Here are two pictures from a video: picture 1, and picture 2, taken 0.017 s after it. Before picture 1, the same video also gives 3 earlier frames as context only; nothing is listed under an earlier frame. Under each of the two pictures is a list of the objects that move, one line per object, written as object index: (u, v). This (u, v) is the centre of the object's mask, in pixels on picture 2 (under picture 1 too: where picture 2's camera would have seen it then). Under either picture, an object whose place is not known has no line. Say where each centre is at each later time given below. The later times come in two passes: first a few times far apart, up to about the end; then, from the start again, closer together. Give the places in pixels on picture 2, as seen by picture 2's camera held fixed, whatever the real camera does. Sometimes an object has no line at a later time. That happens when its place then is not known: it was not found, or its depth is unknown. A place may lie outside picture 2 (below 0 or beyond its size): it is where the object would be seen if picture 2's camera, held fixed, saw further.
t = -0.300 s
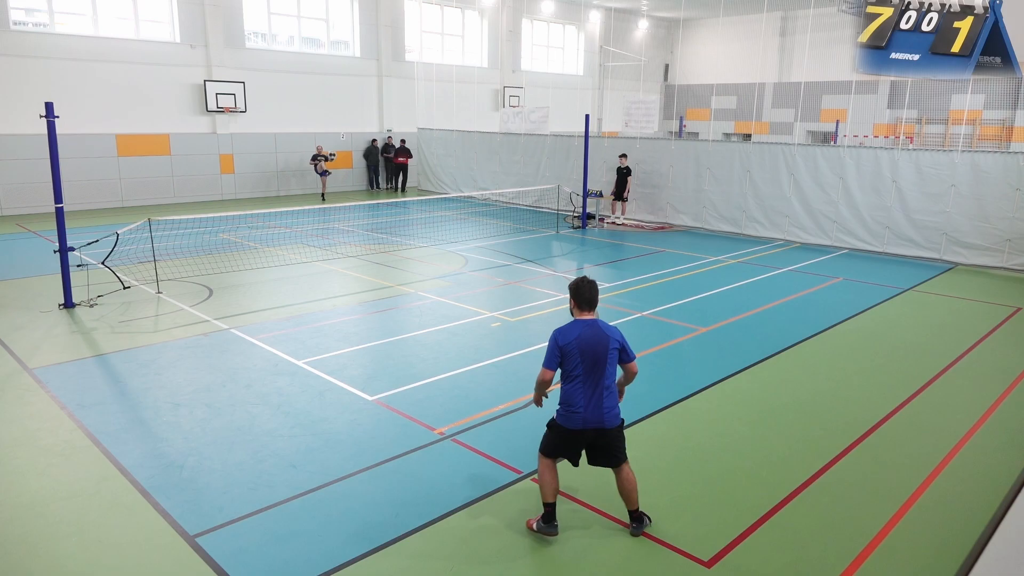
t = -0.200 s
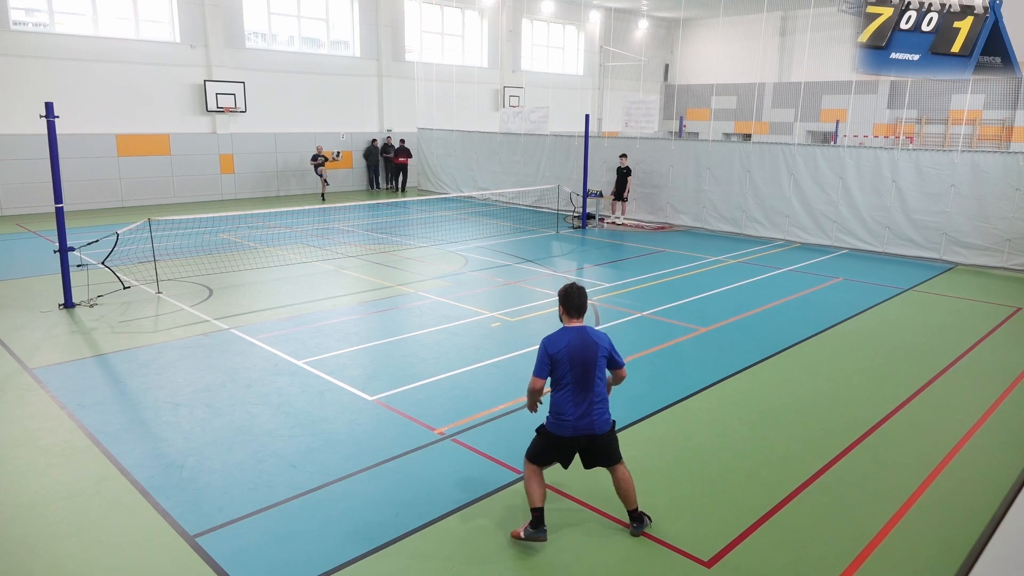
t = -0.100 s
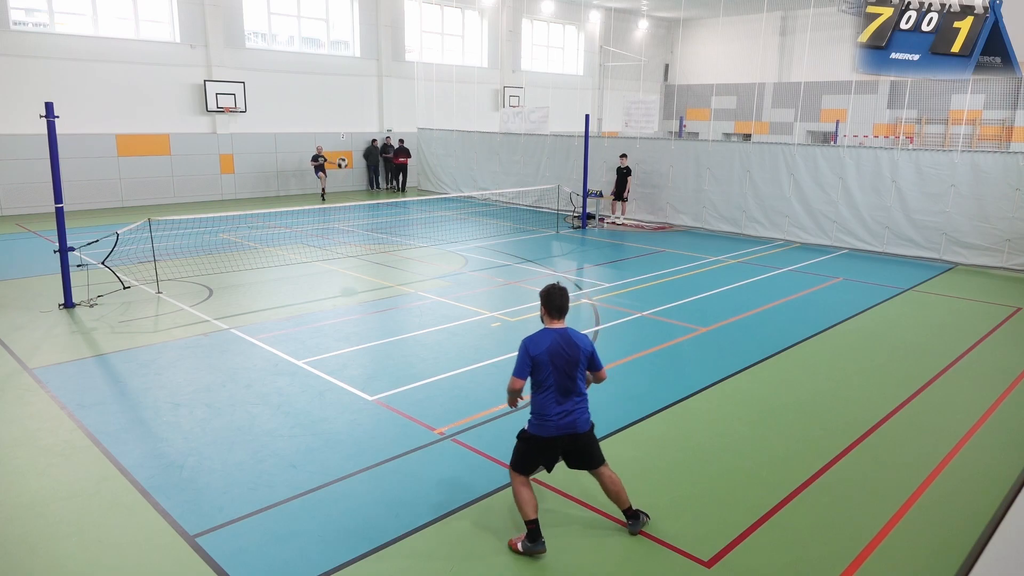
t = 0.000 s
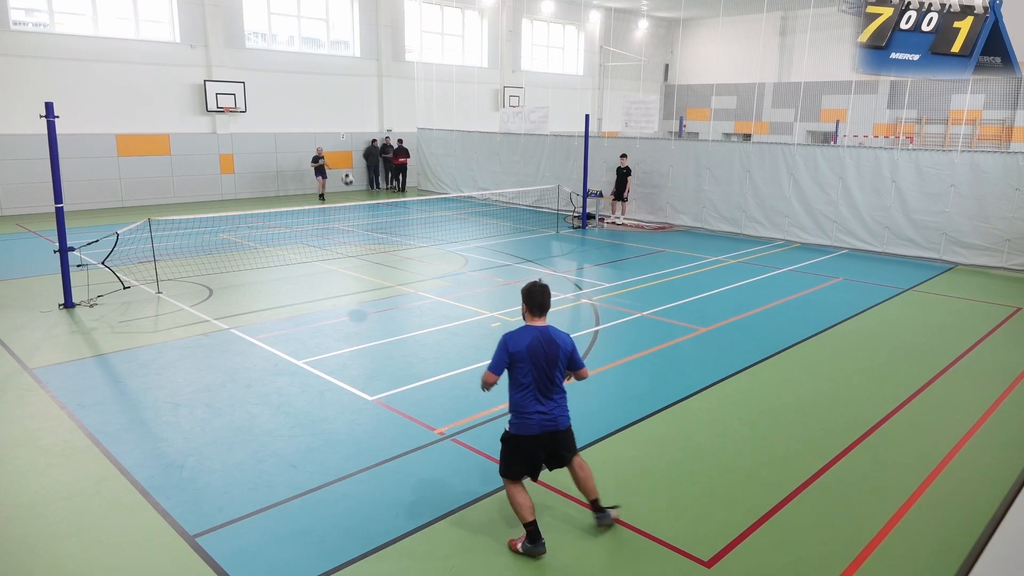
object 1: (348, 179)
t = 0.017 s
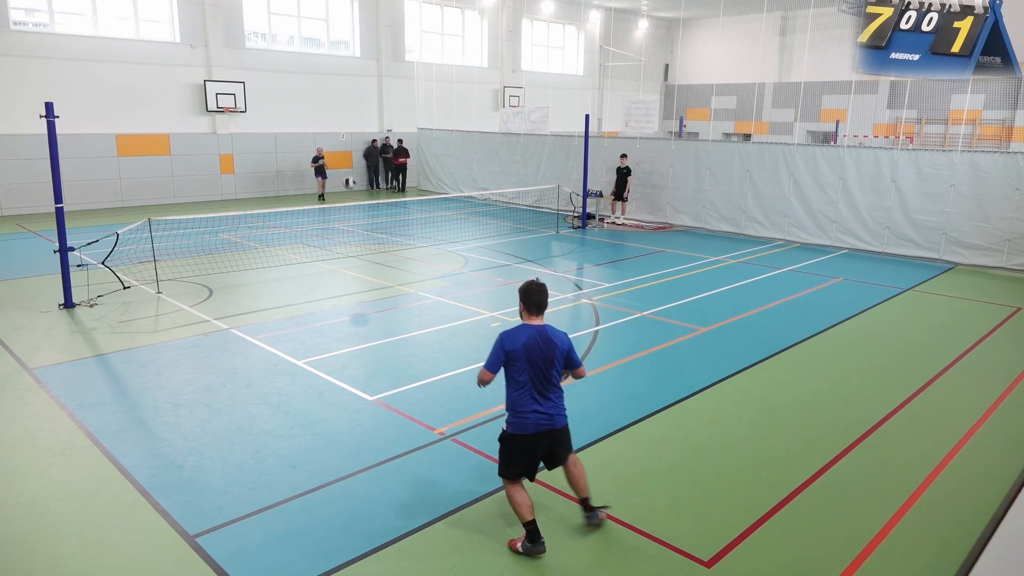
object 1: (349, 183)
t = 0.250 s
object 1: (369, 280)
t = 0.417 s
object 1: (387, 310)
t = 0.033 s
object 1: (351, 187)
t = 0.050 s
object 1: (352, 192)
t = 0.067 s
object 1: (353, 196)
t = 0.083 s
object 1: (354, 202)
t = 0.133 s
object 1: (358, 220)
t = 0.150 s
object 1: (360, 227)
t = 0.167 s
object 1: (361, 235)
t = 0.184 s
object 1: (363, 243)
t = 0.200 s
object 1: (364, 251)
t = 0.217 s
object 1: (366, 260)
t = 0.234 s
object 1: (367, 270)
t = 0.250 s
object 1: (369, 280)
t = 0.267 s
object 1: (371, 291)
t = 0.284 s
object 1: (373, 303)
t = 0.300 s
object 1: (375, 315)
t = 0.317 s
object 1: (378, 328)
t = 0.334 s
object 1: (379, 325)
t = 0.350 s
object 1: (381, 322)
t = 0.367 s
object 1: (382, 319)
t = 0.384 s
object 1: (384, 315)
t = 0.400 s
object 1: (386, 312)
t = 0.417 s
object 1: (387, 310)
